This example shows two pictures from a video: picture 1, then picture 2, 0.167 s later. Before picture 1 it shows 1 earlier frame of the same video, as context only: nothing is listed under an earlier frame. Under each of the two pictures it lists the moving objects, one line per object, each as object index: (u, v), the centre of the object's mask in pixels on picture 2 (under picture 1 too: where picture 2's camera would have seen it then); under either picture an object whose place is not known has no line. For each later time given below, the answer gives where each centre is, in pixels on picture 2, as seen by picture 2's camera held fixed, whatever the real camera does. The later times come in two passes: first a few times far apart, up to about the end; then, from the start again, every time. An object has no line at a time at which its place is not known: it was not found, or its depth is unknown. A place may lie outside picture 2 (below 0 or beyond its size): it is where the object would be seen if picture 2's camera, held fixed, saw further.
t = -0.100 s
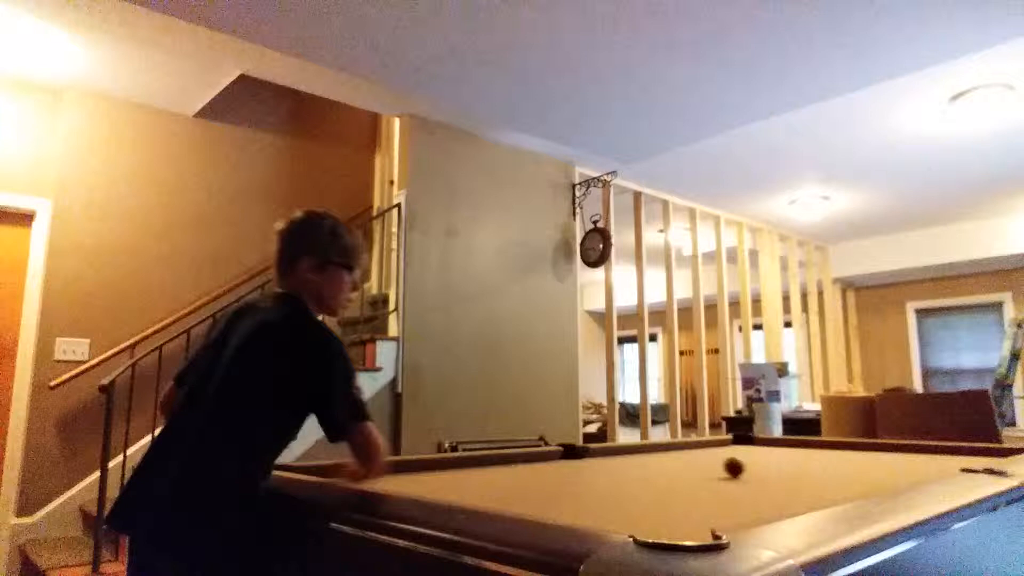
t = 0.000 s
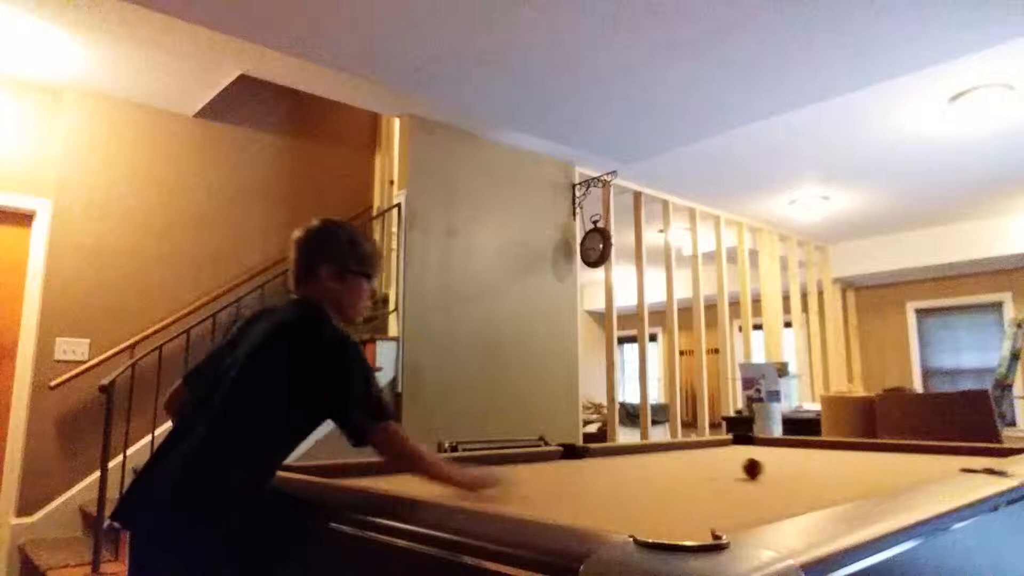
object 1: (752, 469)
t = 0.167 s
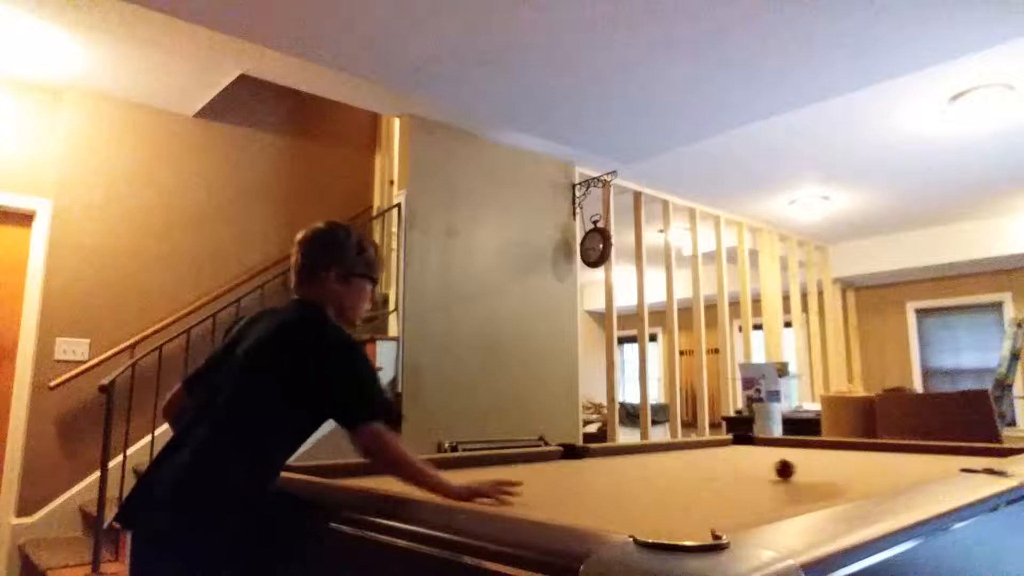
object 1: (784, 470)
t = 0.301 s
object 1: (810, 471)
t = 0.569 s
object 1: (865, 474)
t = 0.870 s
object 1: (927, 471)
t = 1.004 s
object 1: (963, 470)
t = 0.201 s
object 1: (791, 470)
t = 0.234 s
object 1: (797, 471)
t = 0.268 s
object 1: (804, 467)
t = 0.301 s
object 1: (810, 471)
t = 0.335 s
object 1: (817, 472)
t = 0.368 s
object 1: (824, 472)
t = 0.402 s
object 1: (831, 472)
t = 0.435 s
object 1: (838, 473)
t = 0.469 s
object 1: (844, 473)
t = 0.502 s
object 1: (851, 474)
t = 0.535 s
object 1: (858, 474)
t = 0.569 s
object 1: (865, 474)
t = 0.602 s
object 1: (872, 475)
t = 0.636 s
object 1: (879, 475)
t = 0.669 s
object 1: (886, 474)
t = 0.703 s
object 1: (893, 474)
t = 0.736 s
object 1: (900, 473)
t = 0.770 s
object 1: (907, 473)
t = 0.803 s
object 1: (913, 472)
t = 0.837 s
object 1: (920, 472)
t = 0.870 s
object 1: (927, 471)
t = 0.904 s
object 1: (934, 470)
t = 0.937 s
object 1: (943, 469)
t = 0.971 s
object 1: (953, 470)
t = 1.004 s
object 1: (963, 470)
